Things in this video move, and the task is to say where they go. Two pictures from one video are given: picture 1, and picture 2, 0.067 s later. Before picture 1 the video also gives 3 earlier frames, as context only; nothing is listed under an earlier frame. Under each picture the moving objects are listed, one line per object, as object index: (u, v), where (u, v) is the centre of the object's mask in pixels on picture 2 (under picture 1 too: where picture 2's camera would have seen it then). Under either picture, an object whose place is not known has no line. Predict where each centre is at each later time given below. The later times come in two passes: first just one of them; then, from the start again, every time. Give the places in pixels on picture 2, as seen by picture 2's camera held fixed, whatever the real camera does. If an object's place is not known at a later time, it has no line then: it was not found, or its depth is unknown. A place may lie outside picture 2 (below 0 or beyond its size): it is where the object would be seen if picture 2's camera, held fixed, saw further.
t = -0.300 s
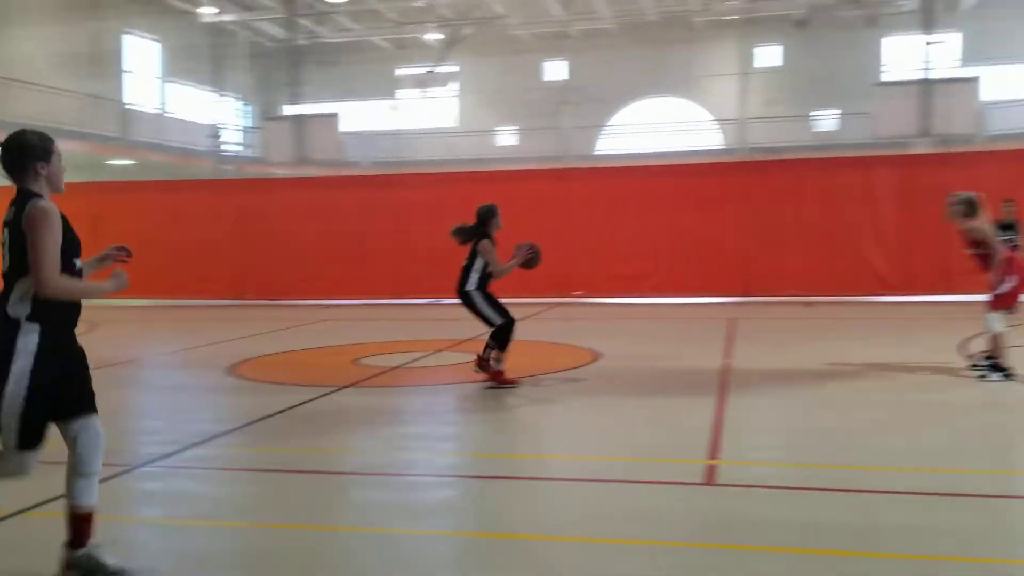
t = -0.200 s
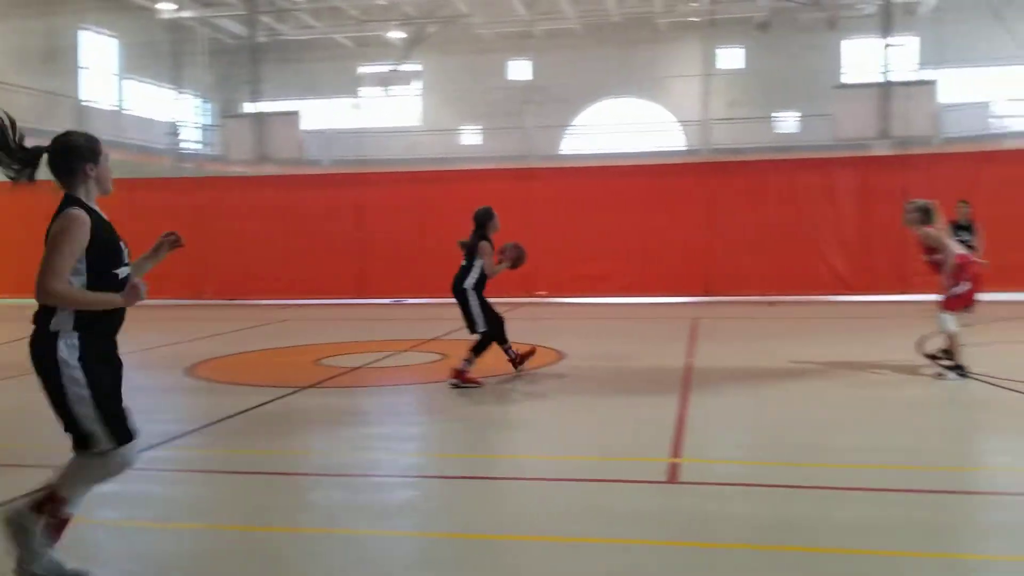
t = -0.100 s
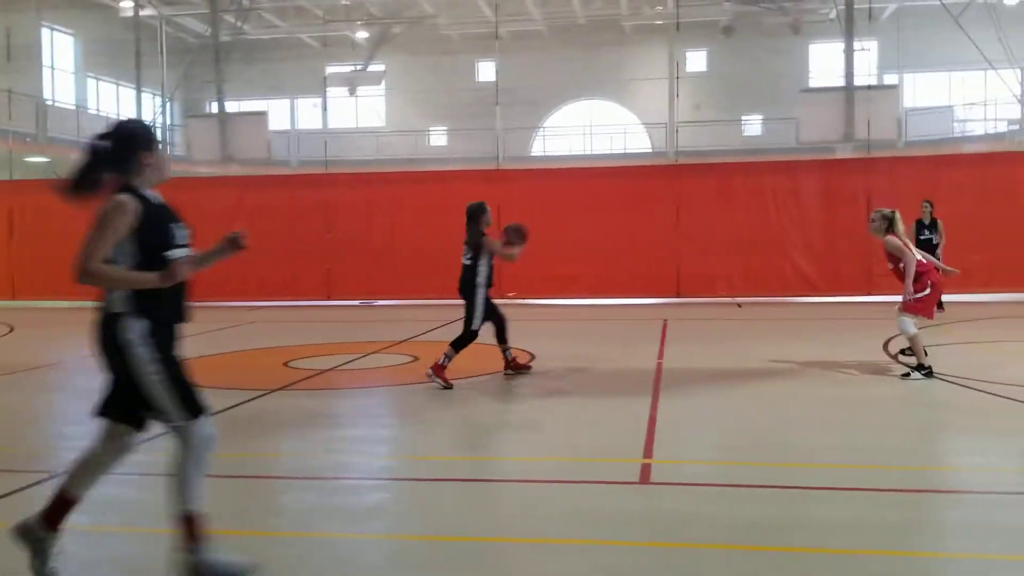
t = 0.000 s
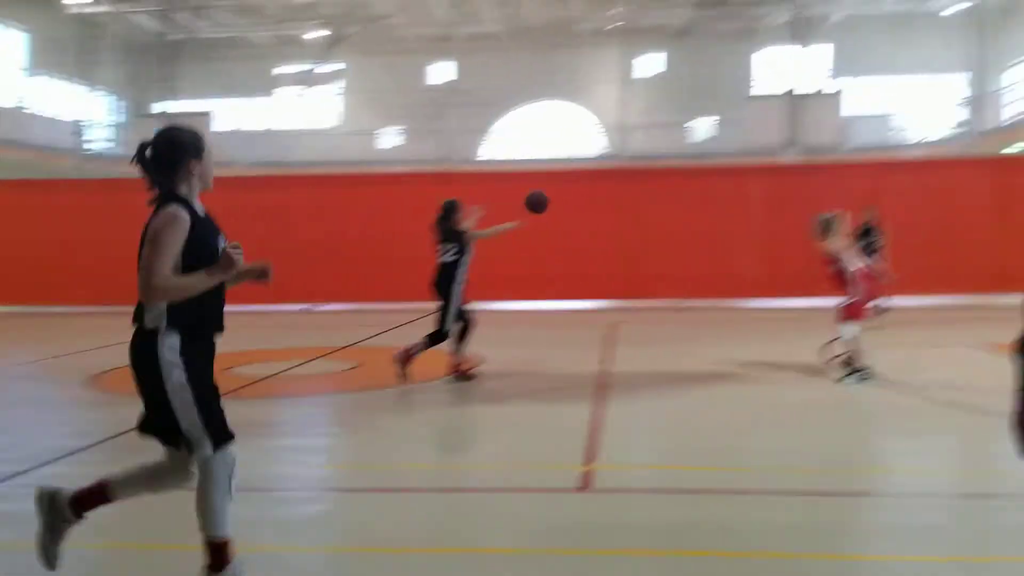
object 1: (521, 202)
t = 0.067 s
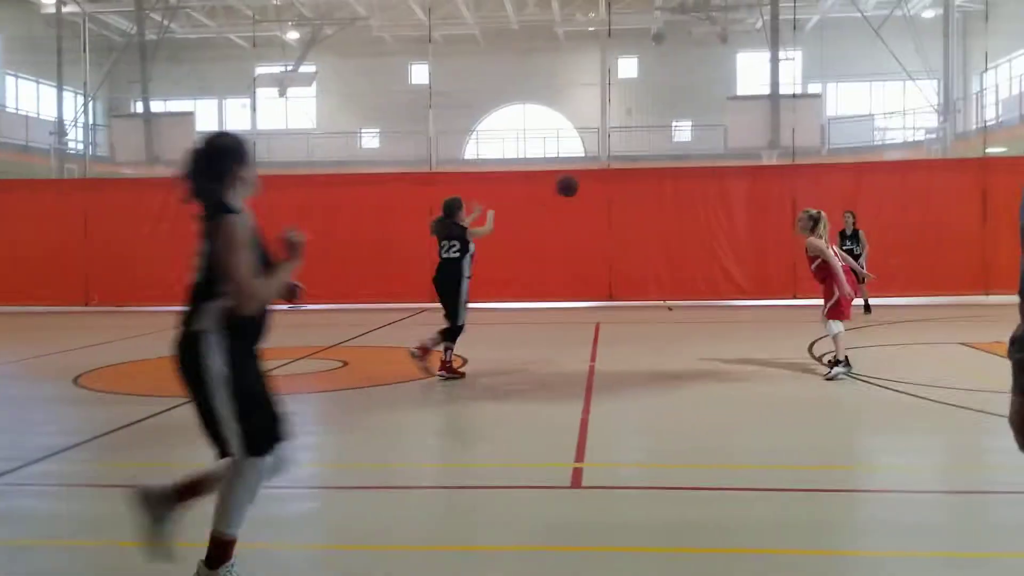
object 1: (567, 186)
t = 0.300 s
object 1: (704, 167)
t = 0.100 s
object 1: (589, 181)
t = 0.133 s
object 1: (609, 175)
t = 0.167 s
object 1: (630, 171)
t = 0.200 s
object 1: (649, 169)
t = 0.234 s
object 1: (669, 168)
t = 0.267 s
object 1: (687, 166)
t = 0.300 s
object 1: (704, 167)
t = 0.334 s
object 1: (720, 168)
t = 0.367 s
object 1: (735, 168)
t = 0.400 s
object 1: (751, 172)
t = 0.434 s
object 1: (763, 175)
